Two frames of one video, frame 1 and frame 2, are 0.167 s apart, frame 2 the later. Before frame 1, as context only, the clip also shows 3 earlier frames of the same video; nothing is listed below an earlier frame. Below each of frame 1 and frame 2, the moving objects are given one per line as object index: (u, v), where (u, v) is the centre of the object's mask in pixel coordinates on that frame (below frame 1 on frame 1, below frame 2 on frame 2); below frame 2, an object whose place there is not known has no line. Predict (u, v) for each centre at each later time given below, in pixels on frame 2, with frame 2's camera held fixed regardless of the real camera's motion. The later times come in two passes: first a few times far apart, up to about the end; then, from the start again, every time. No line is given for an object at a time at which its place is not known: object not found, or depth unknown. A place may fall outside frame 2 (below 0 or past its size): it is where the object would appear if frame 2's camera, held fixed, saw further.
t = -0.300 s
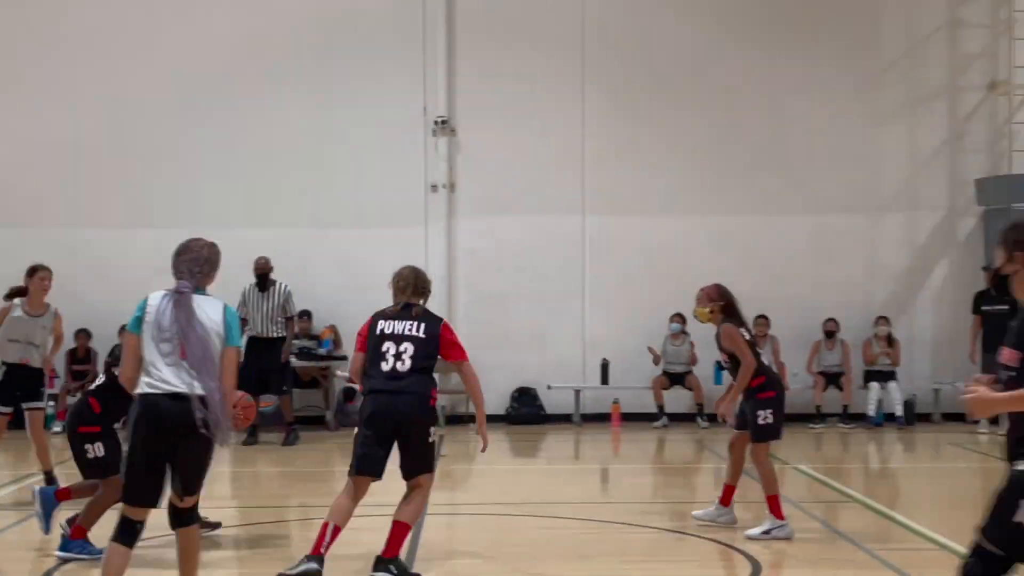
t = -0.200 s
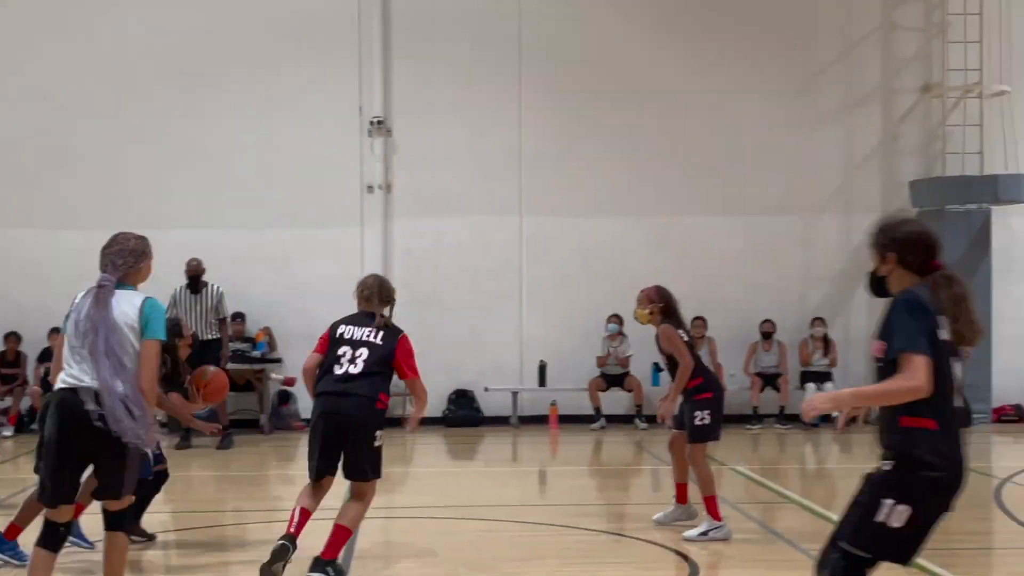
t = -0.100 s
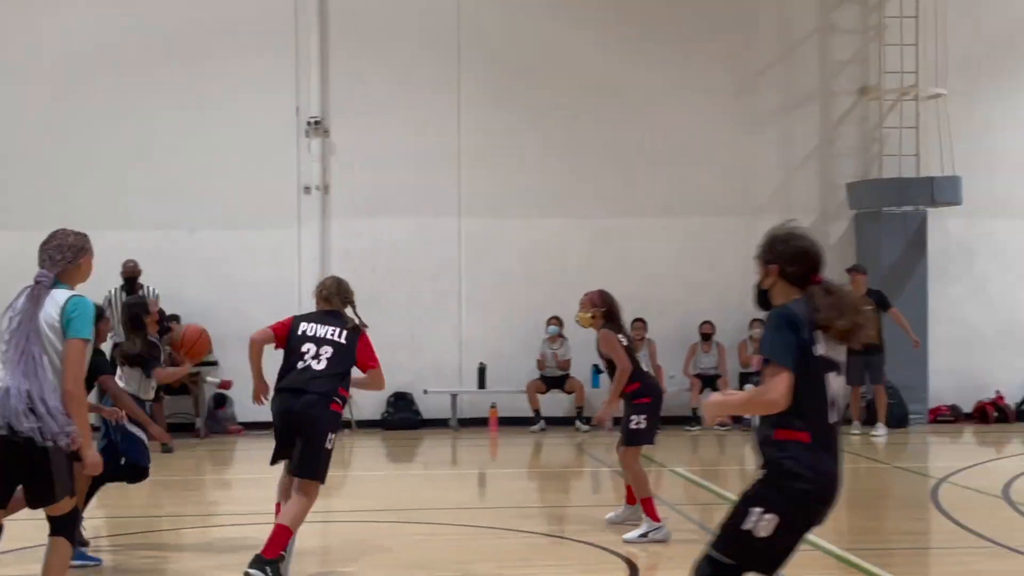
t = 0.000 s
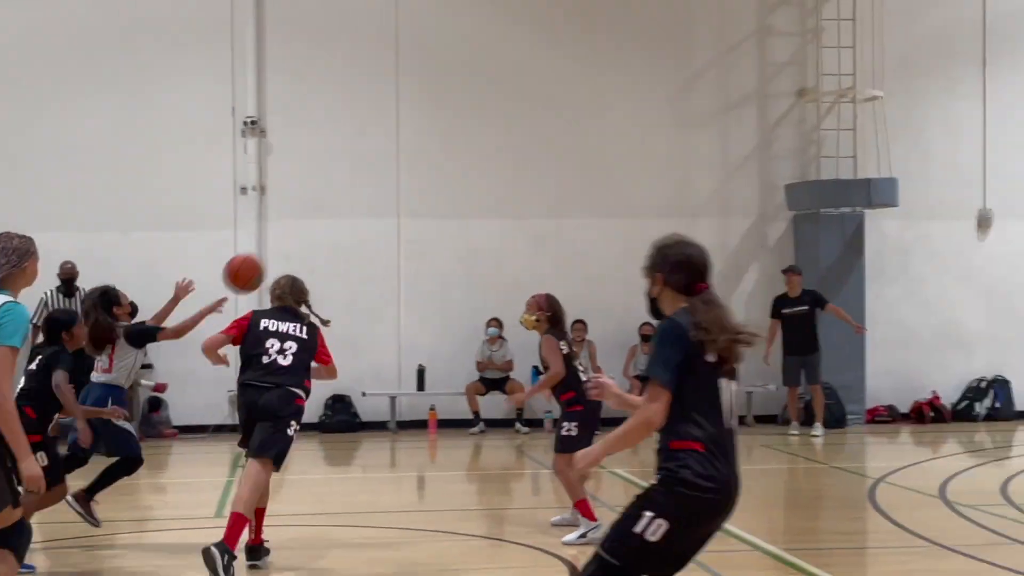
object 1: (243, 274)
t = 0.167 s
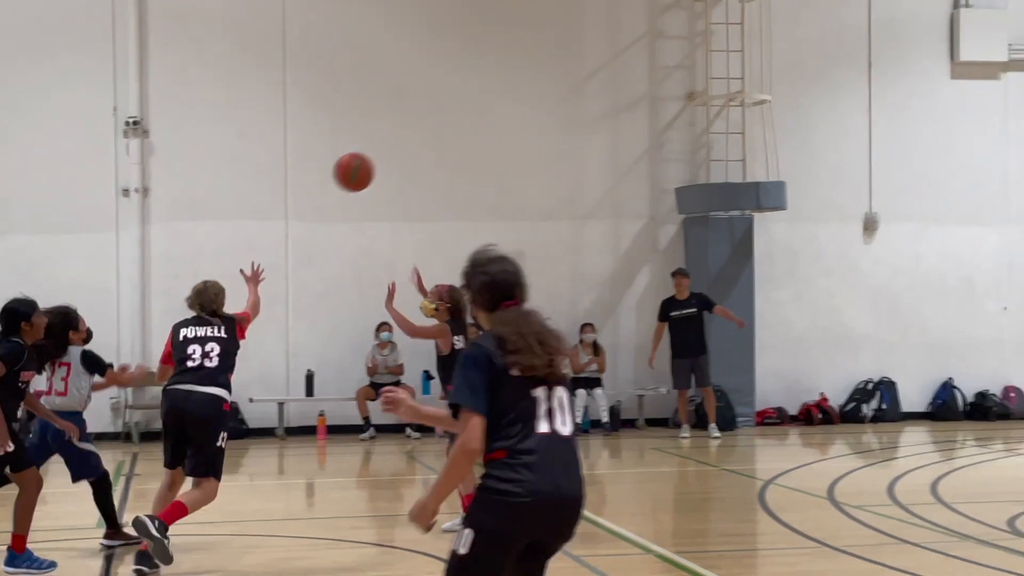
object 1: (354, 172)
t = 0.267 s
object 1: (480, 134)
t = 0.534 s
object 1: (792, 106)
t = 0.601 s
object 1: (868, 115)
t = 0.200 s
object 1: (397, 158)
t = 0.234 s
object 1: (439, 146)
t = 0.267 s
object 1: (480, 134)
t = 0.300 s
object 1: (521, 126)
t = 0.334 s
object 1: (560, 118)
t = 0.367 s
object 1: (600, 112)
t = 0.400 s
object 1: (638, 107)
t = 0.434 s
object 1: (678, 104)
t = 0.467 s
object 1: (716, 103)
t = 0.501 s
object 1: (754, 104)
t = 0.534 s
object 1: (792, 106)
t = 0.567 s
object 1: (830, 110)
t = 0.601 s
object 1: (868, 115)
